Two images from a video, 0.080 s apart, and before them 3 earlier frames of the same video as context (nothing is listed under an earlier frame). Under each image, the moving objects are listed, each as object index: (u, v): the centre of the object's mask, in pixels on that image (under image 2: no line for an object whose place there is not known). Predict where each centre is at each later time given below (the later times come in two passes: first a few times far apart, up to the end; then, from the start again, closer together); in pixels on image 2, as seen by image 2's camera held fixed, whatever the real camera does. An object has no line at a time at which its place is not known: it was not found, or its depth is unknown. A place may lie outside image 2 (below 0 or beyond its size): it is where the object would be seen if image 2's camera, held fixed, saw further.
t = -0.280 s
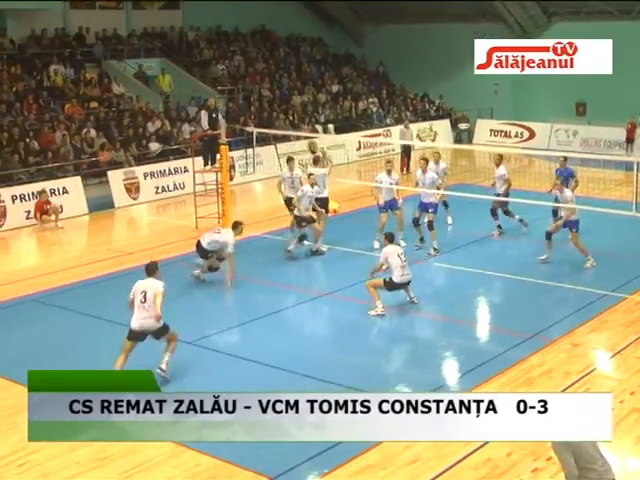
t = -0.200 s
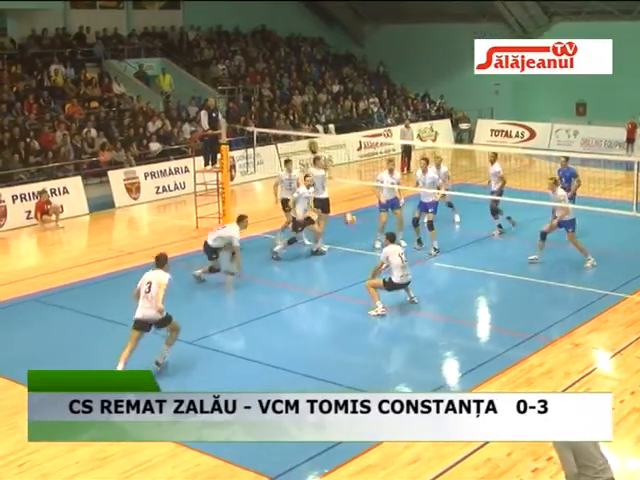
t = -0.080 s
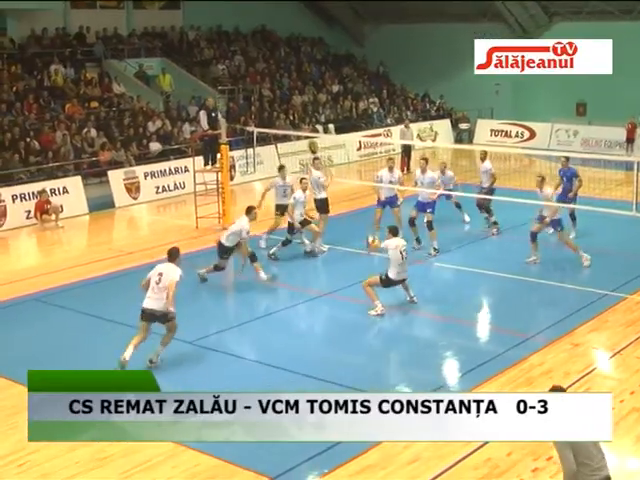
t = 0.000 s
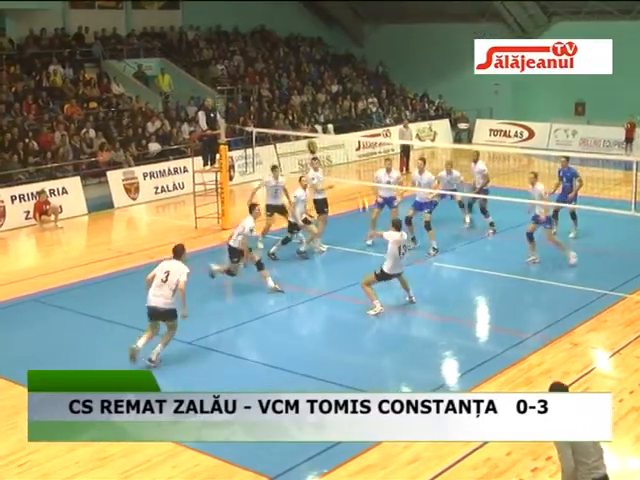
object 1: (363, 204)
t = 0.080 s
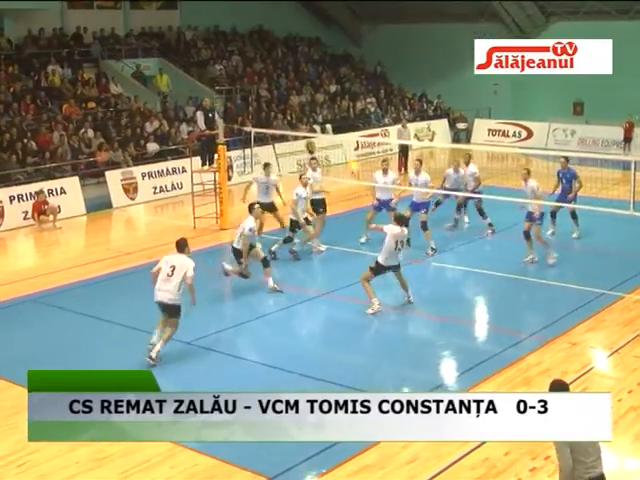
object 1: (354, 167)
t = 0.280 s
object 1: (334, 93)
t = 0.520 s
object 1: (308, 38)
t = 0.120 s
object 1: (348, 150)
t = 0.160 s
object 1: (344, 136)
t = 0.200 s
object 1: (340, 121)
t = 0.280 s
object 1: (334, 93)
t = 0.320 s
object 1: (328, 84)
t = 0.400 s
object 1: (319, 61)
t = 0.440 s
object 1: (317, 52)
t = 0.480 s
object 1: (312, 45)
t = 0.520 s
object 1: (308, 38)
